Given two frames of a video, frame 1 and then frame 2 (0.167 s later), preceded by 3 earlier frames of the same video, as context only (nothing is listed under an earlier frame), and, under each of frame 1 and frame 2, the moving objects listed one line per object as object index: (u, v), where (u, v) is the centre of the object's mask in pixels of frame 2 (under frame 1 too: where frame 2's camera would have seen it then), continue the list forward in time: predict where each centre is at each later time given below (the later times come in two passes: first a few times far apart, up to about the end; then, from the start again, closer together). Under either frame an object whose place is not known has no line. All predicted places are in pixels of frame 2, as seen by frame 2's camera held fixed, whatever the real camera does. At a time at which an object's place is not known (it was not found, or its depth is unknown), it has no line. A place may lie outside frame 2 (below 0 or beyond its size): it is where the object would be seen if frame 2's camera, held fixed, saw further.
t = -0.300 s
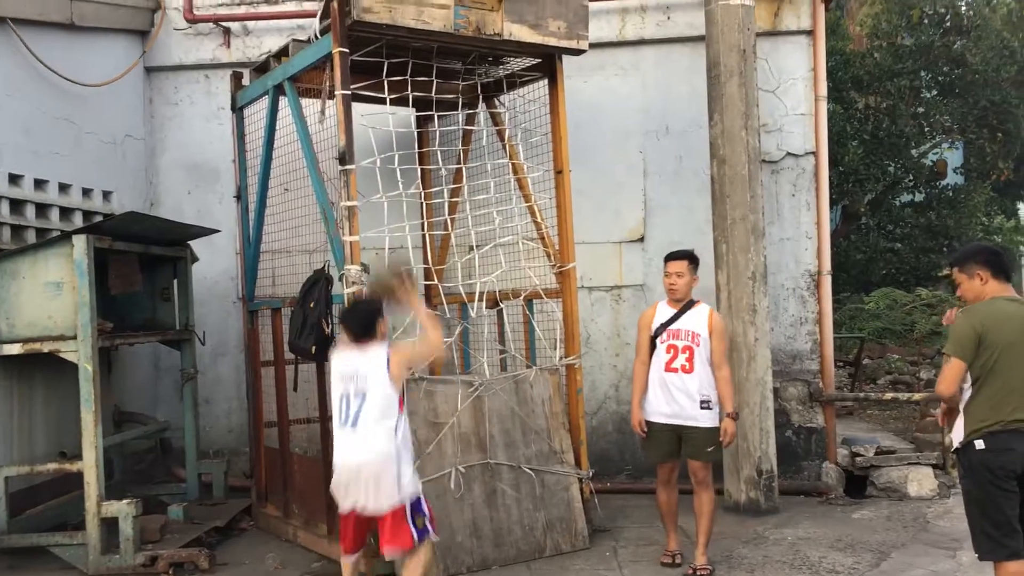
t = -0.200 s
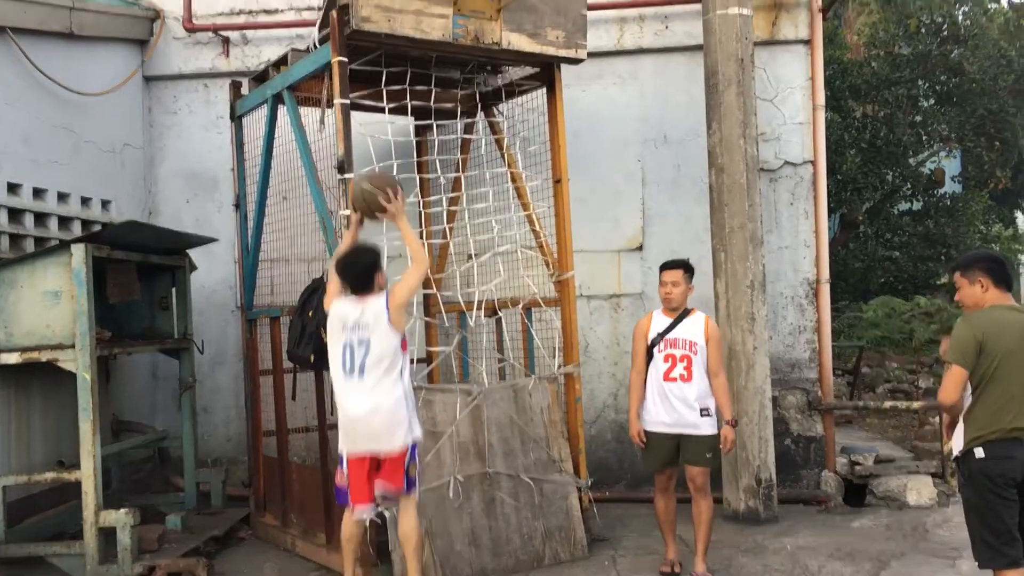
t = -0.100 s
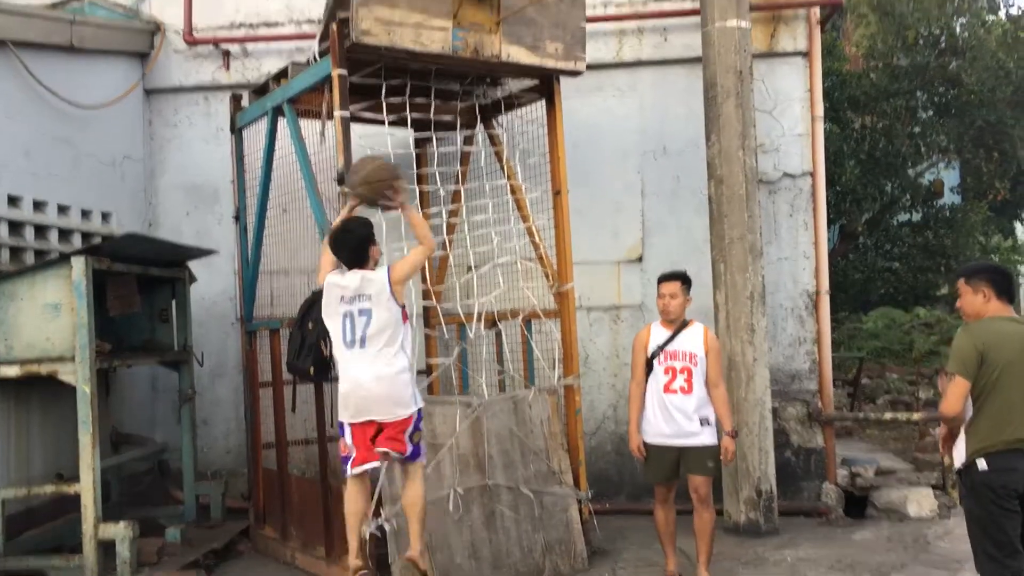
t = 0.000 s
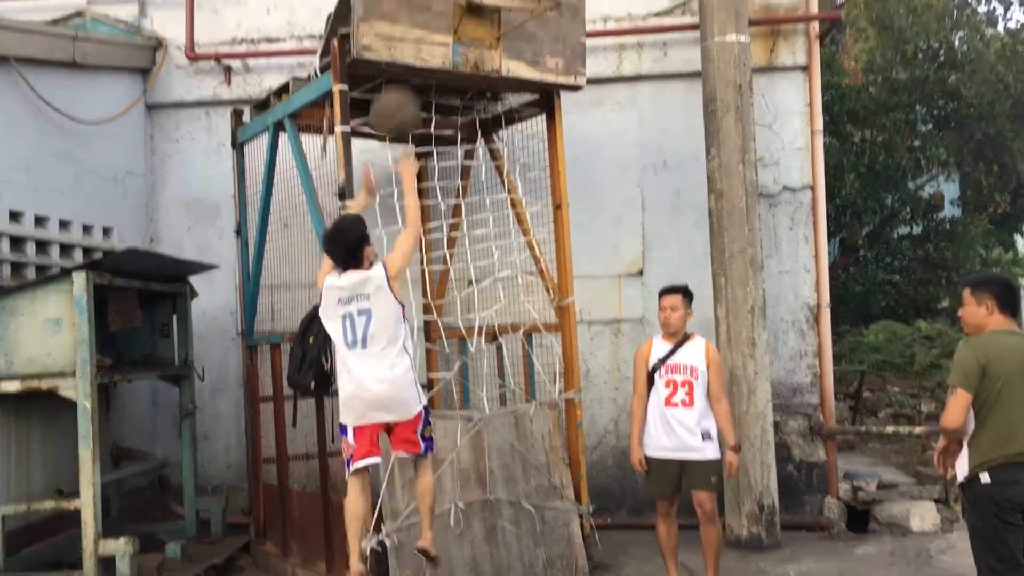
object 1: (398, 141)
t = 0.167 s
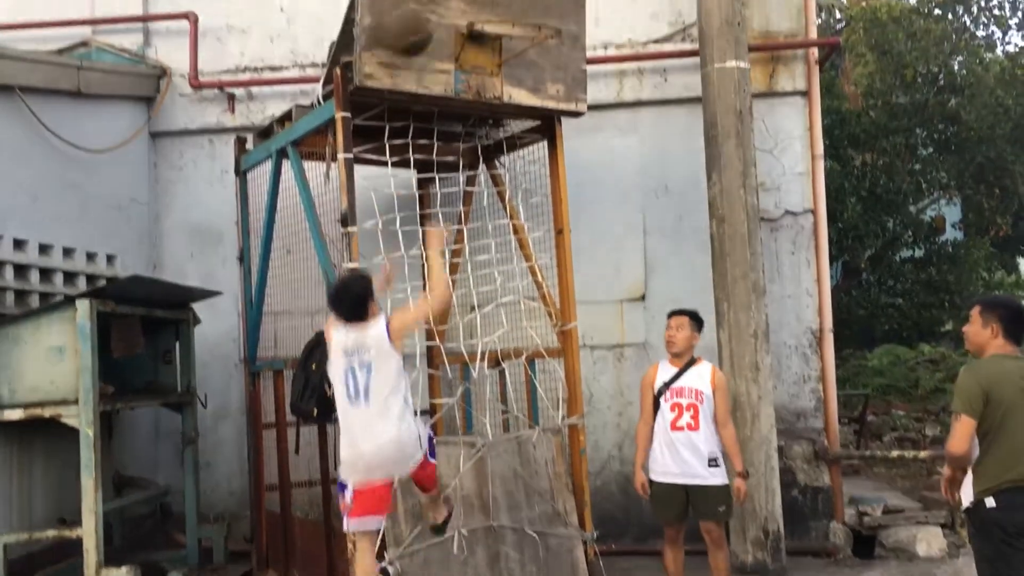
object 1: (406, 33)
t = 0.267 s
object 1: (444, 4)
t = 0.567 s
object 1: (547, -2)
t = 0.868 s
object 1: (586, 17)
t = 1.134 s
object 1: (628, 146)
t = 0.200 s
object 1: (414, 23)
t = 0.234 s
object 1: (430, 14)
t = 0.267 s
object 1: (444, 4)
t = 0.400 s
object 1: (504, -6)
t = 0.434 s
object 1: (517, -4)
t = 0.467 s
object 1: (532, 2)
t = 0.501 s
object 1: (540, 0)
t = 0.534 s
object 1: (544, -2)
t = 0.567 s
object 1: (547, -2)
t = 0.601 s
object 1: (549, -1)
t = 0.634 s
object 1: (553, 1)
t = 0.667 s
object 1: (557, 1)
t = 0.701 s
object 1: (561, 0)
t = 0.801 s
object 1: (575, 5)
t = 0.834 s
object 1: (581, 10)
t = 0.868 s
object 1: (586, 17)
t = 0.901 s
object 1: (591, 26)
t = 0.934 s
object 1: (596, 37)
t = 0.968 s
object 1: (601, 50)
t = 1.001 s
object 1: (607, 66)
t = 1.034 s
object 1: (611, 83)
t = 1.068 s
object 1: (617, 102)
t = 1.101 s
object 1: (623, 123)
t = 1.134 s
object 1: (628, 146)
